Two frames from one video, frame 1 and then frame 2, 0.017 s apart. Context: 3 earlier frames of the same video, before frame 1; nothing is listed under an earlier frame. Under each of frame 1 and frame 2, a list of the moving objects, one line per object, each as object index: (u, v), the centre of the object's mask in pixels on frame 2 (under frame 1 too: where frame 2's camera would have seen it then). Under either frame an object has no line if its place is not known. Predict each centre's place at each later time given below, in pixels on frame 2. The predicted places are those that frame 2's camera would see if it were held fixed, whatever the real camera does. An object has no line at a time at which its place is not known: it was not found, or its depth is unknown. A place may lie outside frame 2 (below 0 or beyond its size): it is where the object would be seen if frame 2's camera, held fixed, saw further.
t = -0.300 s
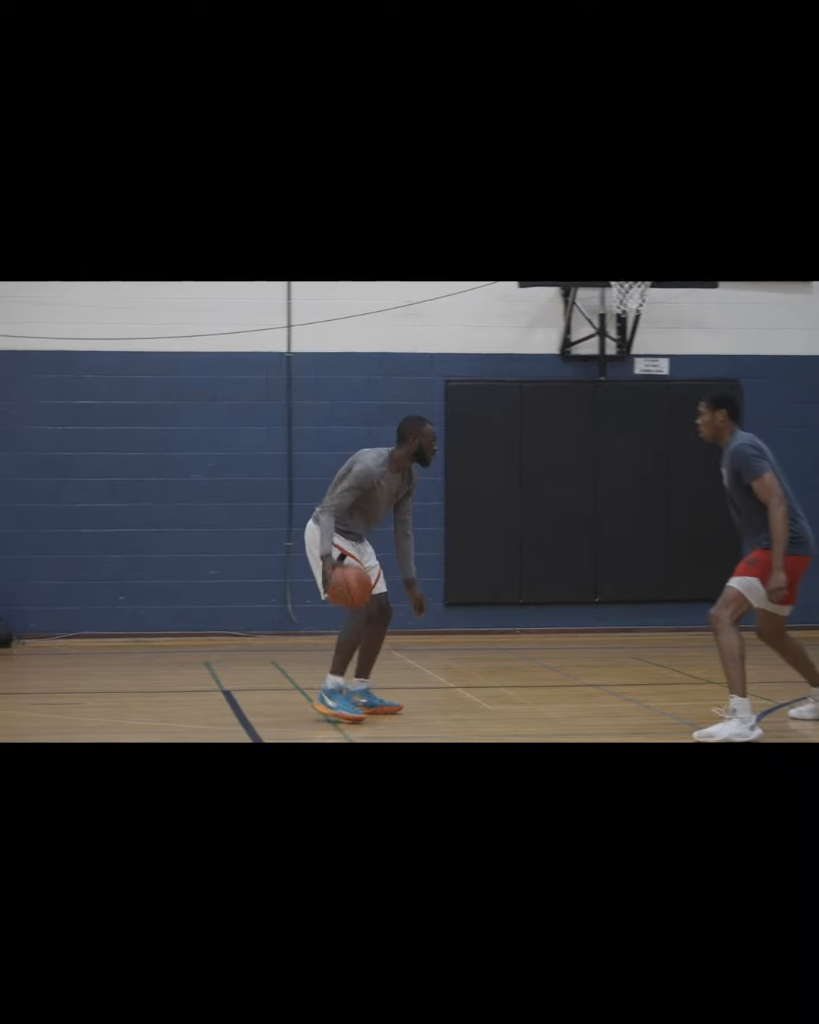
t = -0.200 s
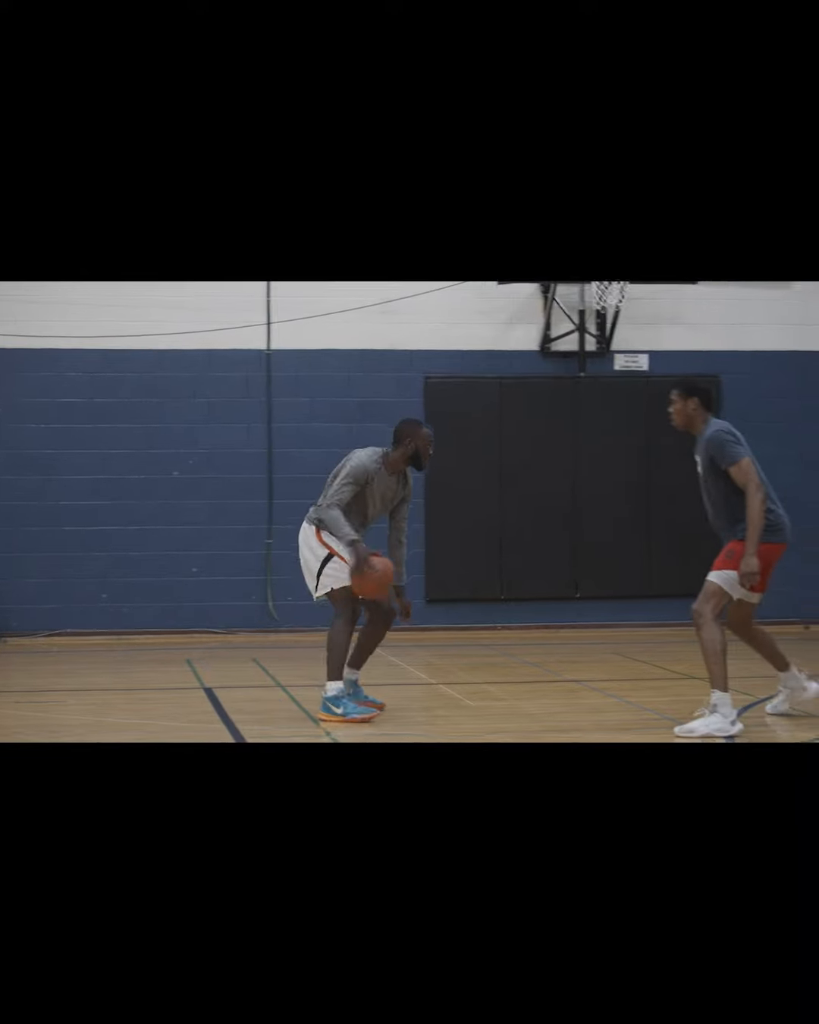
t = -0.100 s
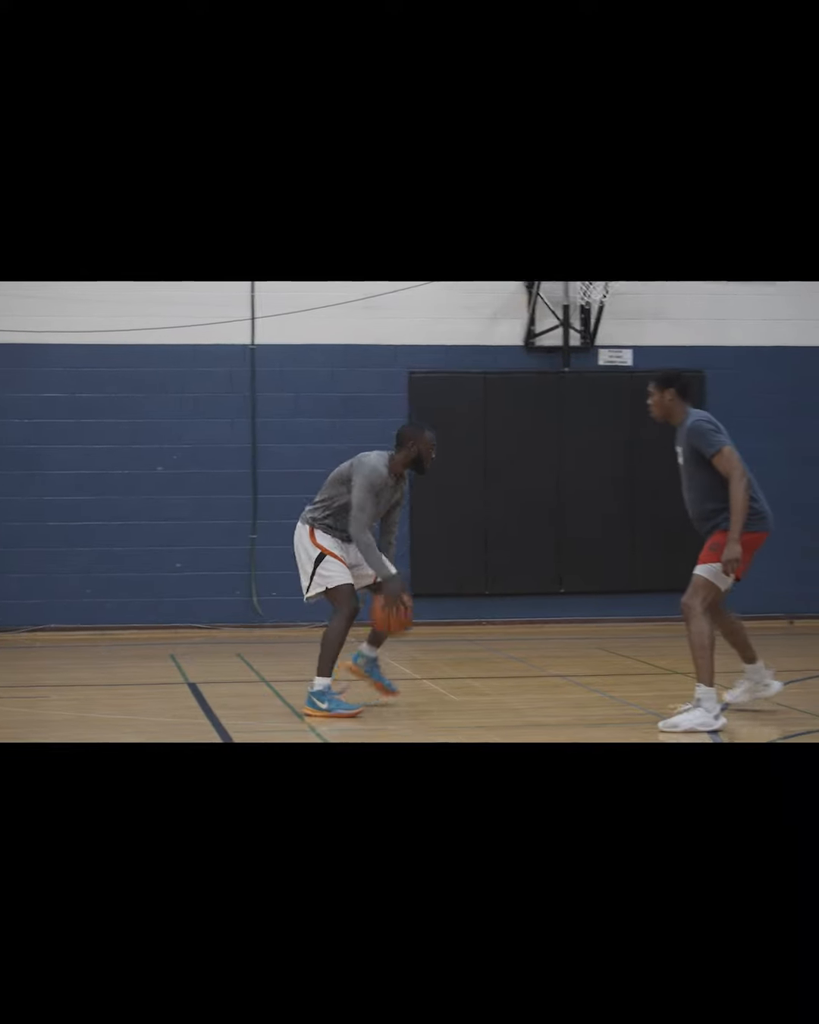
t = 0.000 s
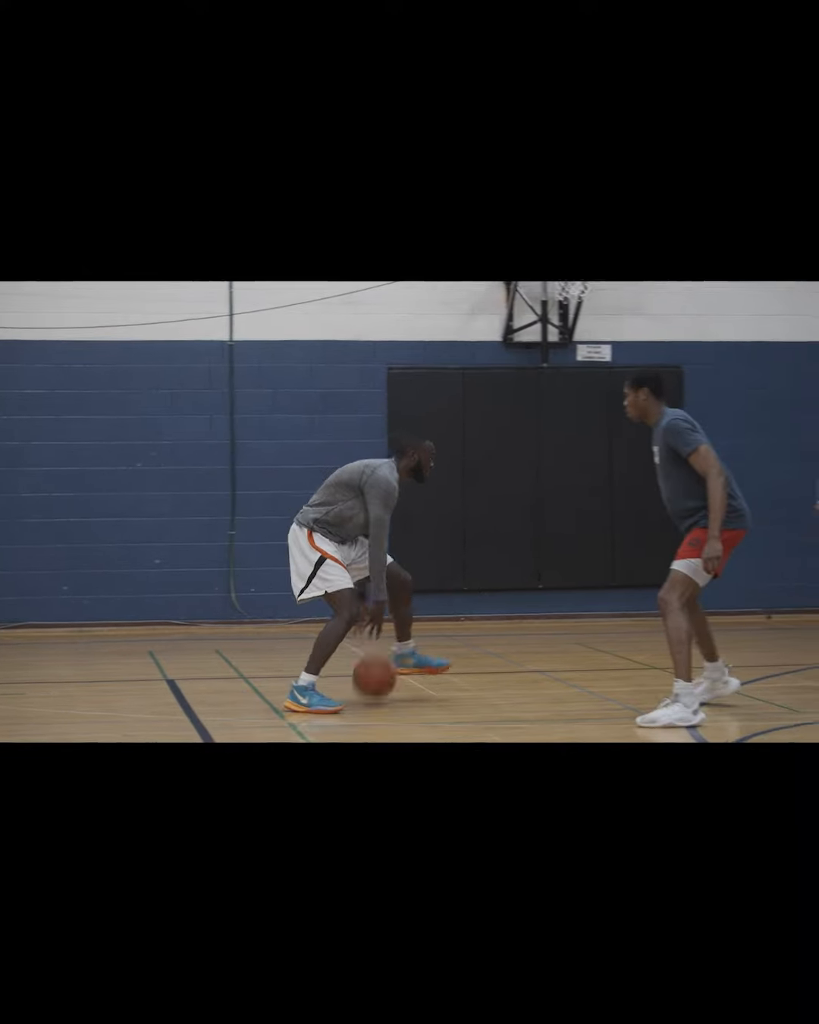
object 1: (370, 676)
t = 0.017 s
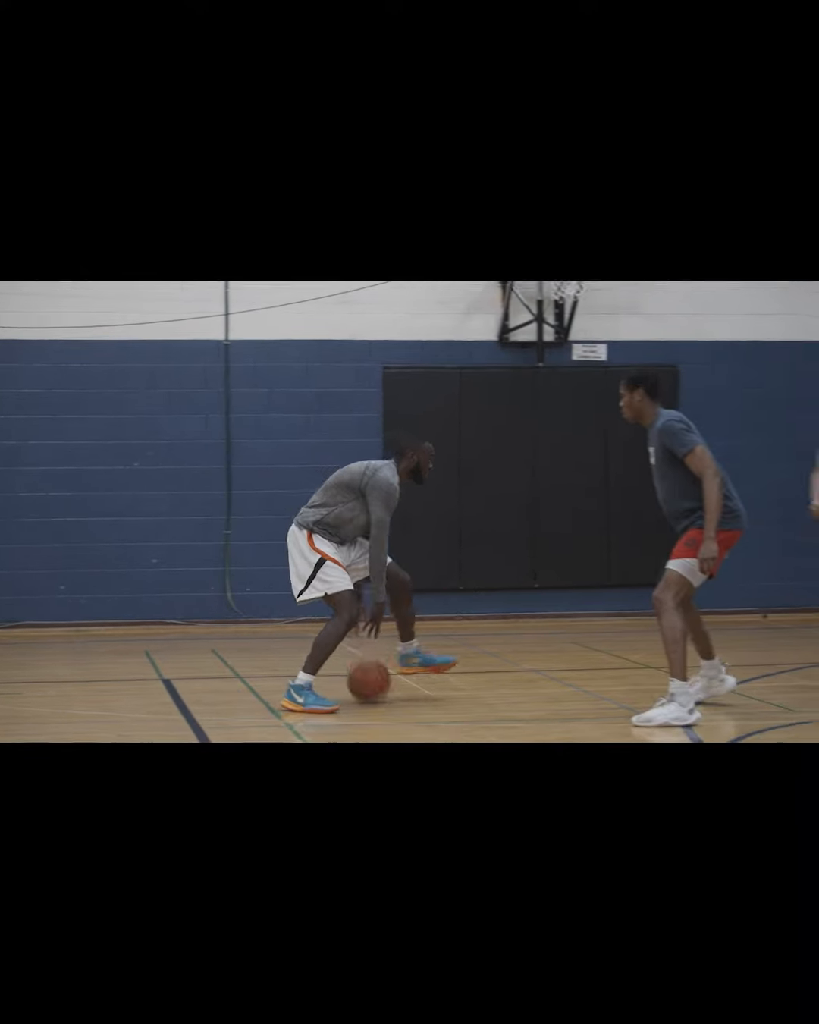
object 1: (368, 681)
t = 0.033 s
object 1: (366, 669)
